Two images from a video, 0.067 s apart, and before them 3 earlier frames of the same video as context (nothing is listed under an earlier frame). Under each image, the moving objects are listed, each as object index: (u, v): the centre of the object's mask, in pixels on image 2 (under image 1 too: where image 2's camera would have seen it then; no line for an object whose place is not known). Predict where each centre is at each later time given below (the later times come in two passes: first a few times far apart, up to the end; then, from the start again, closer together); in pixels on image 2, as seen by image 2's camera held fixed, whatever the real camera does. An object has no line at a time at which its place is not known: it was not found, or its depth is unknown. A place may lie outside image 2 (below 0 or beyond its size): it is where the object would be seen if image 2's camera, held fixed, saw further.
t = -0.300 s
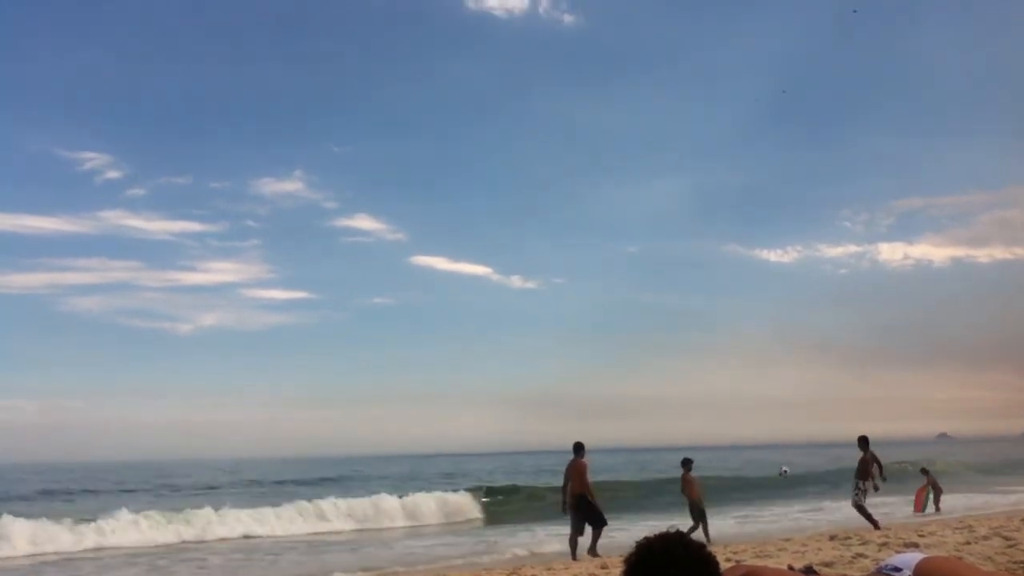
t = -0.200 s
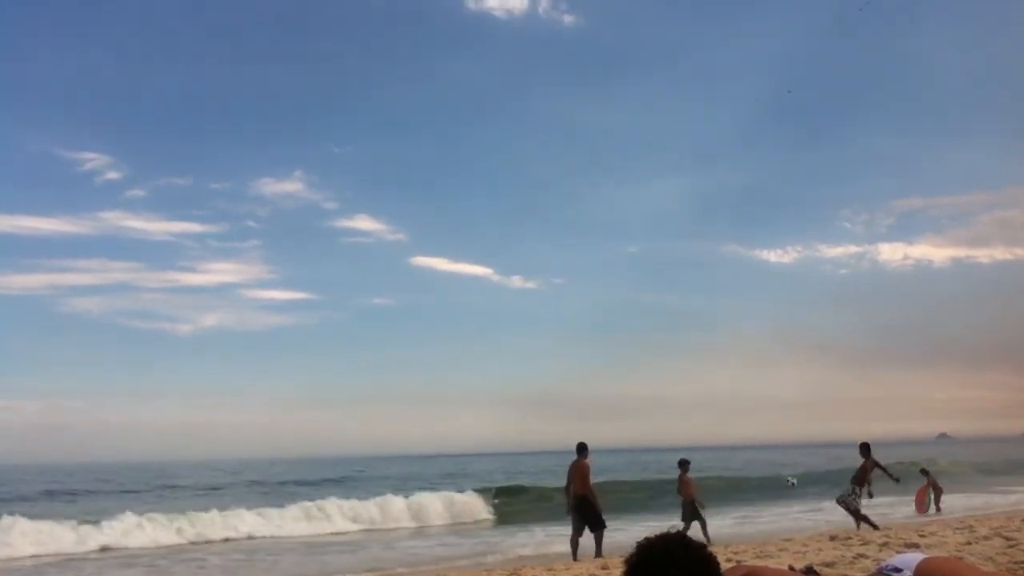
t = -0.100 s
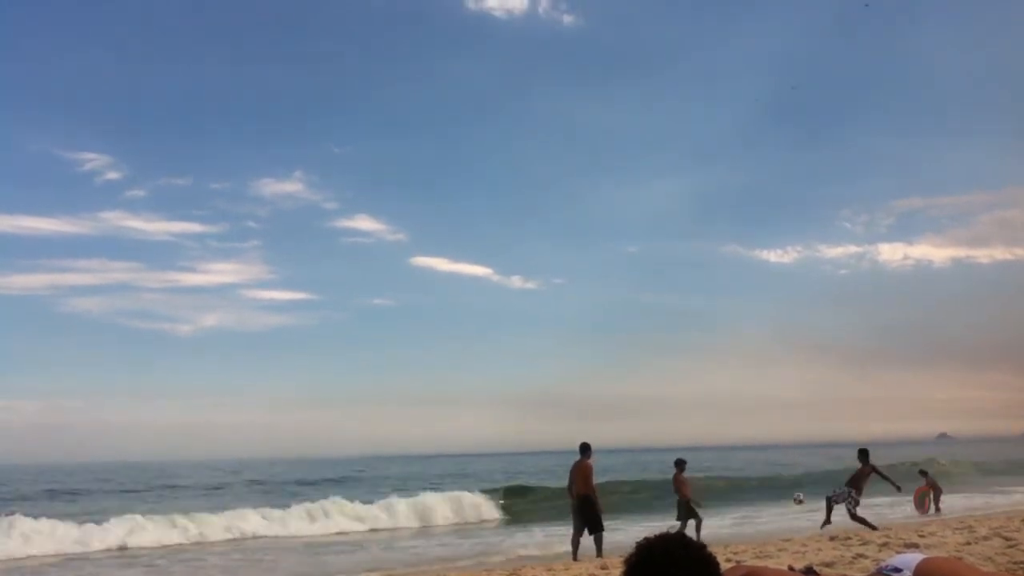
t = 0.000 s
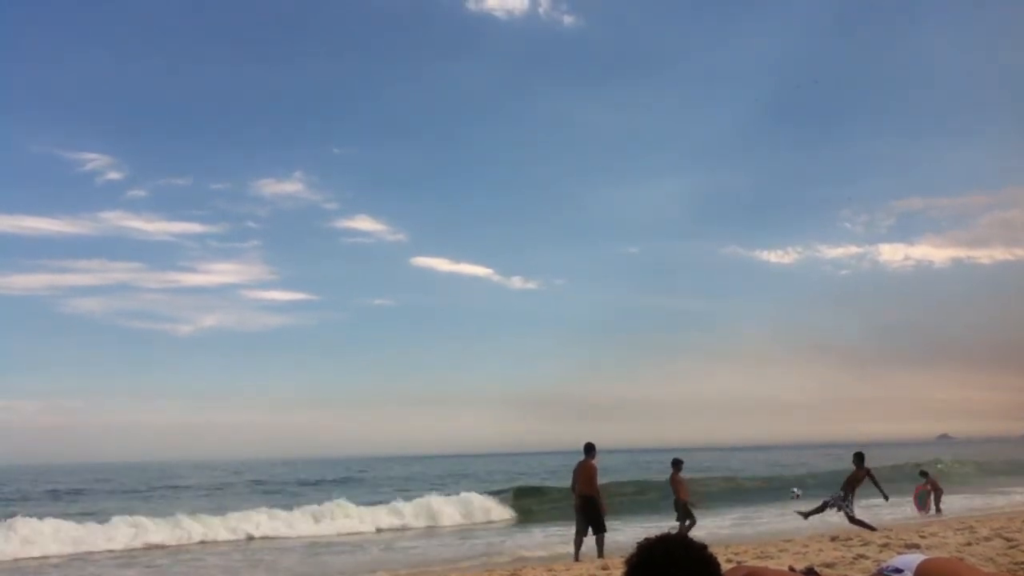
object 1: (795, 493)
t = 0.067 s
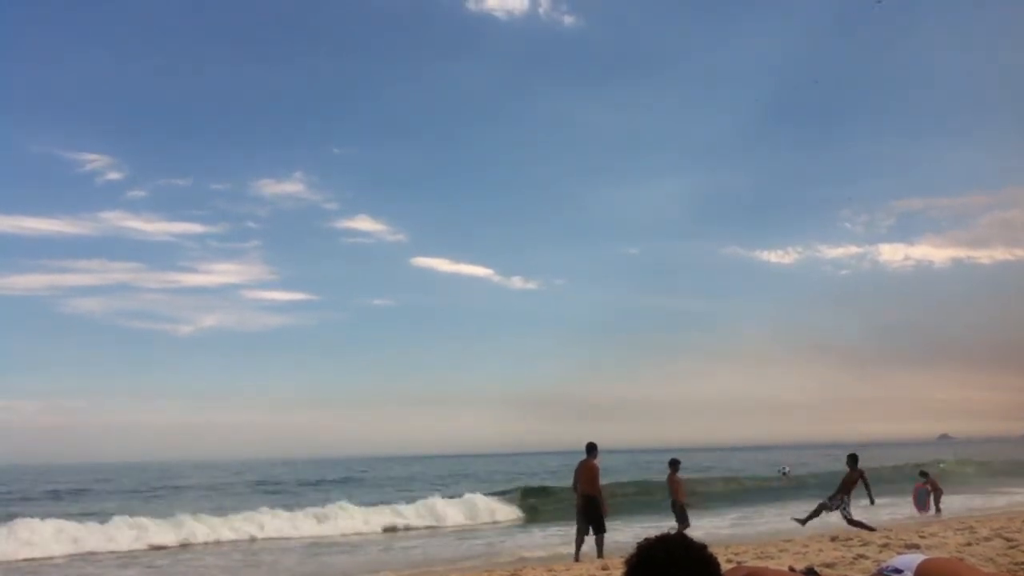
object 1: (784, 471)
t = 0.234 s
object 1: (756, 425)
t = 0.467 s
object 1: (718, 384)
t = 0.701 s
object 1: (680, 371)
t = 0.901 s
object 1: (648, 385)
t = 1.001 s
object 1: (631, 402)
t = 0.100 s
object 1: (778, 461)
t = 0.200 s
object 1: (761, 434)
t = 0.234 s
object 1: (756, 425)
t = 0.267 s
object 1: (750, 418)
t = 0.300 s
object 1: (744, 411)
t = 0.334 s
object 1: (739, 404)
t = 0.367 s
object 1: (734, 398)
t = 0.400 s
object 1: (729, 393)
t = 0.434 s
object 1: (723, 388)
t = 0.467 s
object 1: (718, 384)
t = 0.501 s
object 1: (712, 380)
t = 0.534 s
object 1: (706, 377)
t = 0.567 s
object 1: (701, 375)
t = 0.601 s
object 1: (696, 372)
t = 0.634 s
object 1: (691, 372)
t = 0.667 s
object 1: (685, 371)
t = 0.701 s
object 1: (680, 371)
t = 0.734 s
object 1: (674, 371)
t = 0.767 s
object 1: (669, 373)
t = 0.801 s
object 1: (664, 375)
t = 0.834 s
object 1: (658, 378)
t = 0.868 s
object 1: (653, 381)
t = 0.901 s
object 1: (648, 385)
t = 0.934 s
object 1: (643, 390)
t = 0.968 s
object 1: (637, 396)
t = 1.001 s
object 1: (631, 402)
